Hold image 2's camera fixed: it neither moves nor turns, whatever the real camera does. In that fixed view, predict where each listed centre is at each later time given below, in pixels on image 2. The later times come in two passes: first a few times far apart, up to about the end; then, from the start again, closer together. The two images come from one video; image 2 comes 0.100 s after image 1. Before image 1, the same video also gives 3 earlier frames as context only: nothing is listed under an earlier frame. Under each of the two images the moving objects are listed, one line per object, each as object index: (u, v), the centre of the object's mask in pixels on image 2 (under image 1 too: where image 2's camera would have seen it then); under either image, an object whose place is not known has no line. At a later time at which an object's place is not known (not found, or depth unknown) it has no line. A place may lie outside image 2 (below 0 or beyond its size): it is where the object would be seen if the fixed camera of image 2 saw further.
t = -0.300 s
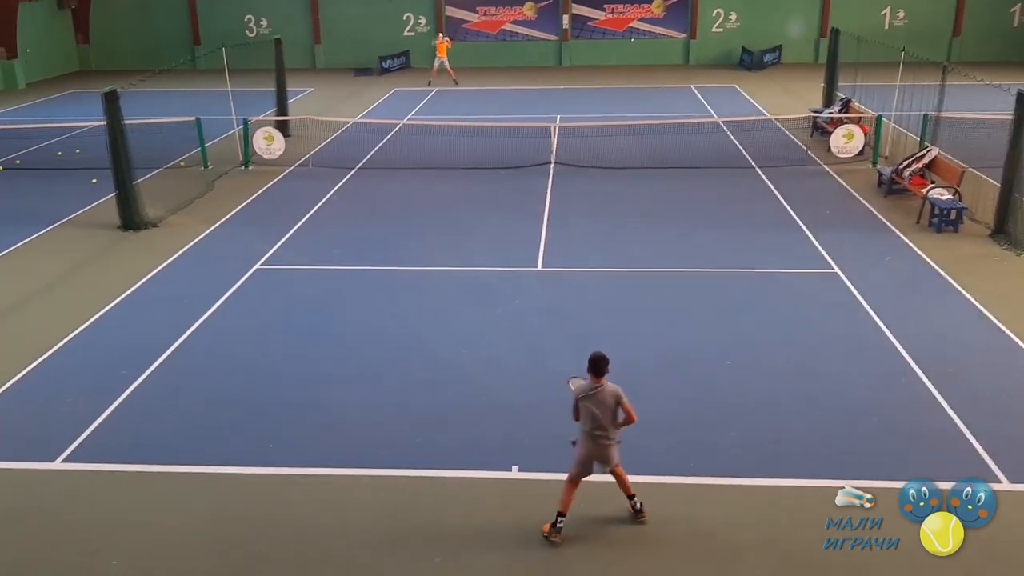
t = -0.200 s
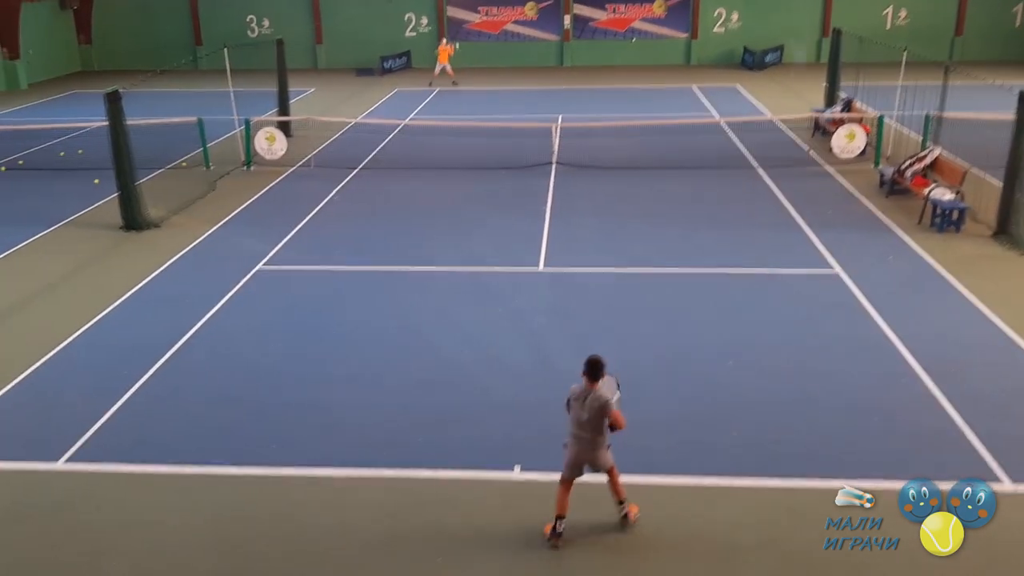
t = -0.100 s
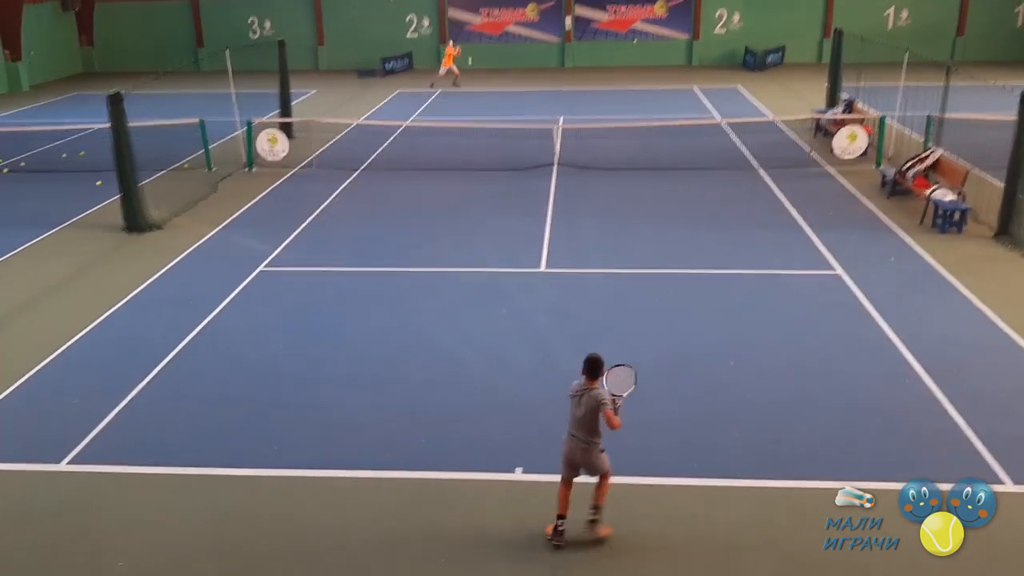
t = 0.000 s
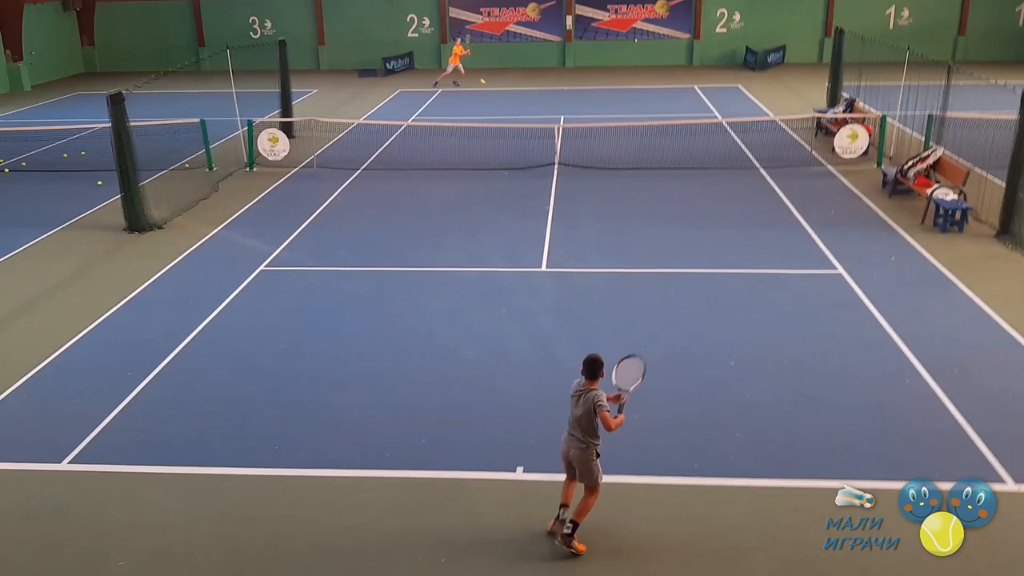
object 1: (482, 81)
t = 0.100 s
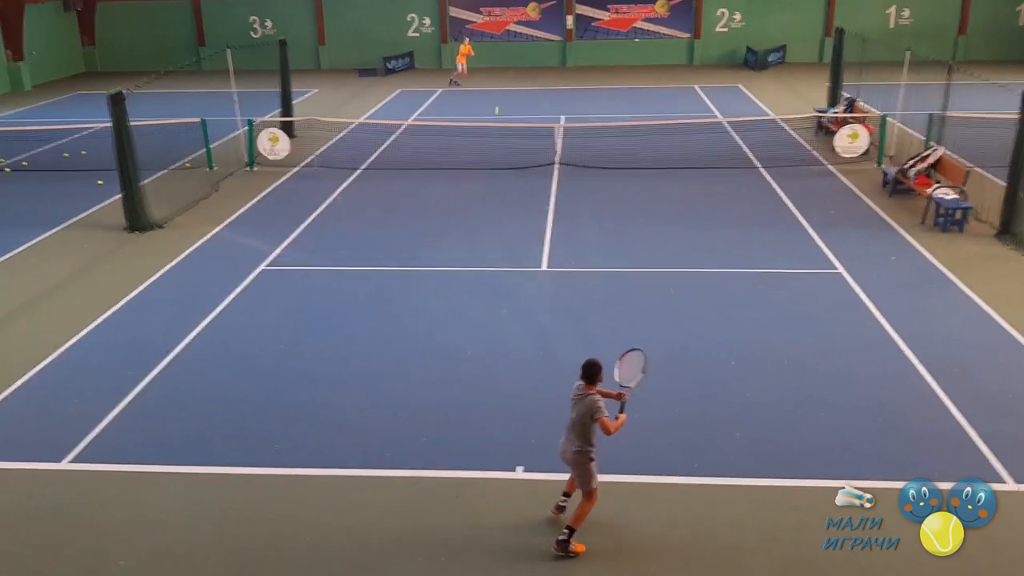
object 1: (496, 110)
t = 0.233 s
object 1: (516, 167)
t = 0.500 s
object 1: (564, 252)
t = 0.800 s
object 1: (632, 271)
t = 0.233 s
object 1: (516, 167)
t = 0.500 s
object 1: (564, 252)
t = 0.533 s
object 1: (570, 250)
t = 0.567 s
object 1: (577, 249)
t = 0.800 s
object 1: (632, 271)
